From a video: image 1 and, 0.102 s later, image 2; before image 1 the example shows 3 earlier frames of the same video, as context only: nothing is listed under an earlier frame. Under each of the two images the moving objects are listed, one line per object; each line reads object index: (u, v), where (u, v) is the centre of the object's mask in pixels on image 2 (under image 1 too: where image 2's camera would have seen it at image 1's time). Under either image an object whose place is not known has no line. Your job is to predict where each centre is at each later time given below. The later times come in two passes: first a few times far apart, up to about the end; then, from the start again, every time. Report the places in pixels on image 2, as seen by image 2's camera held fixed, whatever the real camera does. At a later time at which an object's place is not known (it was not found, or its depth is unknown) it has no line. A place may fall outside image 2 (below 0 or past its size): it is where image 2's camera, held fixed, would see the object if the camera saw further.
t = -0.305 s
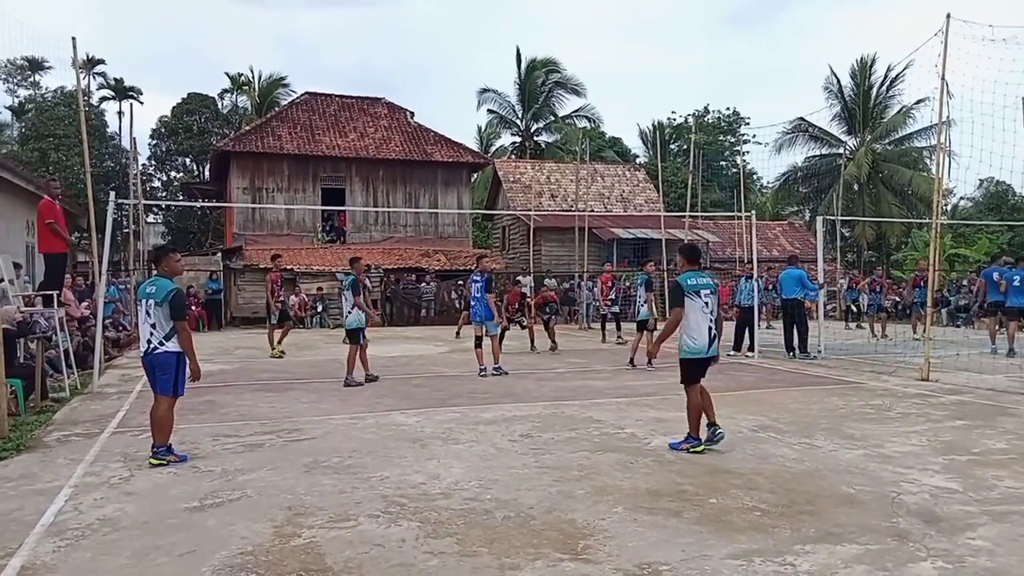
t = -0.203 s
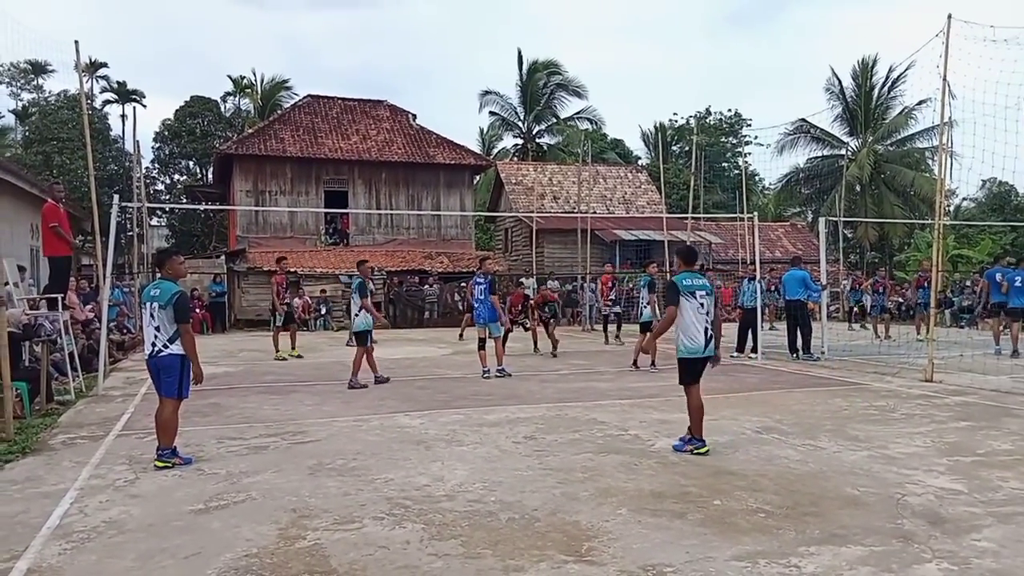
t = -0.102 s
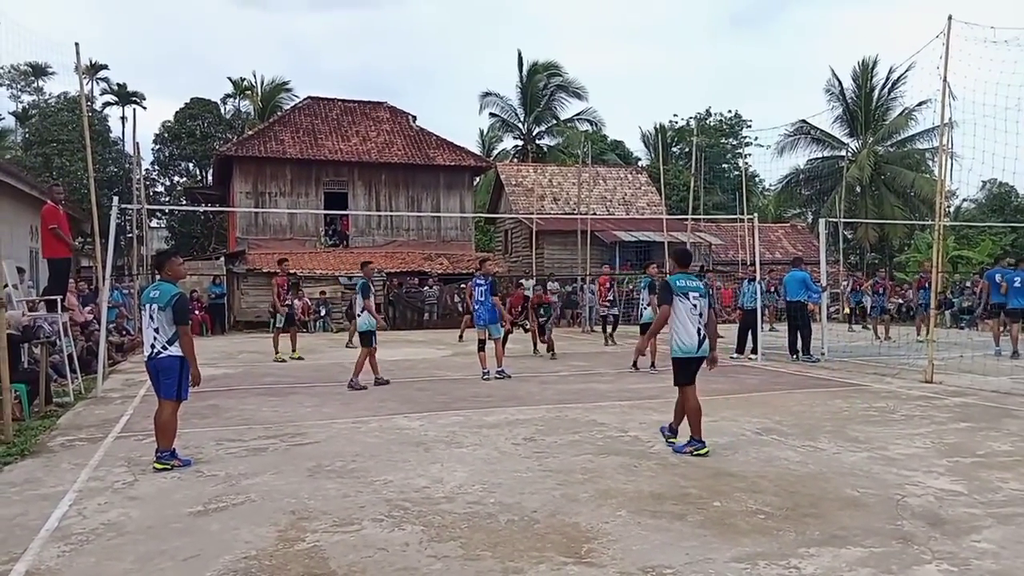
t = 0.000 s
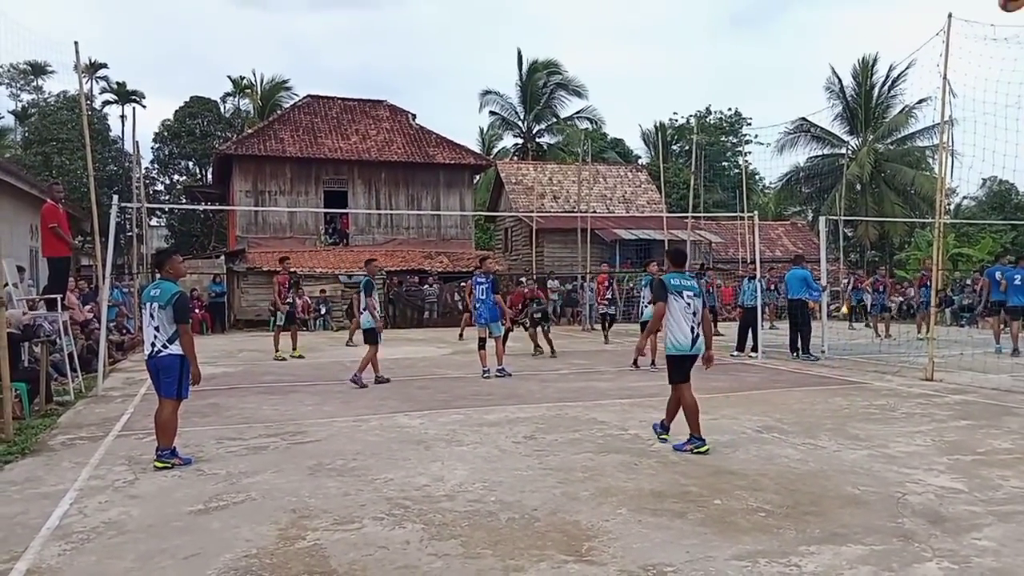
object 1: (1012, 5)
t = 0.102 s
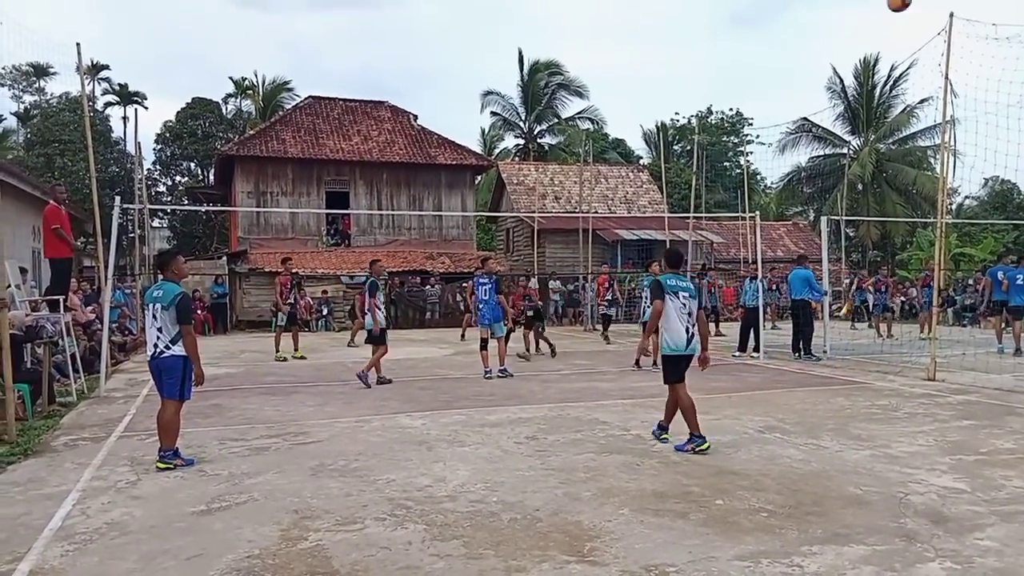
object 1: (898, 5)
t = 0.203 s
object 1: (811, 12)
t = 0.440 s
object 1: (663, 61)
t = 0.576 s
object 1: (603, 98)
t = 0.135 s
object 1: (866, 6)
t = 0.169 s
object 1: (838, 8)
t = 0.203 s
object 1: (811, 12)
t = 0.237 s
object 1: (785, 18)
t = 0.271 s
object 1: (761, 23)
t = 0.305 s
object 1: (739, 30)
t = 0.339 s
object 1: (718, 38)
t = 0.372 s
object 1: (698, 45)
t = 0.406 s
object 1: (680, 53)
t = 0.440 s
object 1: (663, 61)
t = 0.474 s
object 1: (647, 70)
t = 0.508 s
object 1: (631, 79)
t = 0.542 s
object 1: (617, 88)
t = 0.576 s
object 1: (603, 98)
